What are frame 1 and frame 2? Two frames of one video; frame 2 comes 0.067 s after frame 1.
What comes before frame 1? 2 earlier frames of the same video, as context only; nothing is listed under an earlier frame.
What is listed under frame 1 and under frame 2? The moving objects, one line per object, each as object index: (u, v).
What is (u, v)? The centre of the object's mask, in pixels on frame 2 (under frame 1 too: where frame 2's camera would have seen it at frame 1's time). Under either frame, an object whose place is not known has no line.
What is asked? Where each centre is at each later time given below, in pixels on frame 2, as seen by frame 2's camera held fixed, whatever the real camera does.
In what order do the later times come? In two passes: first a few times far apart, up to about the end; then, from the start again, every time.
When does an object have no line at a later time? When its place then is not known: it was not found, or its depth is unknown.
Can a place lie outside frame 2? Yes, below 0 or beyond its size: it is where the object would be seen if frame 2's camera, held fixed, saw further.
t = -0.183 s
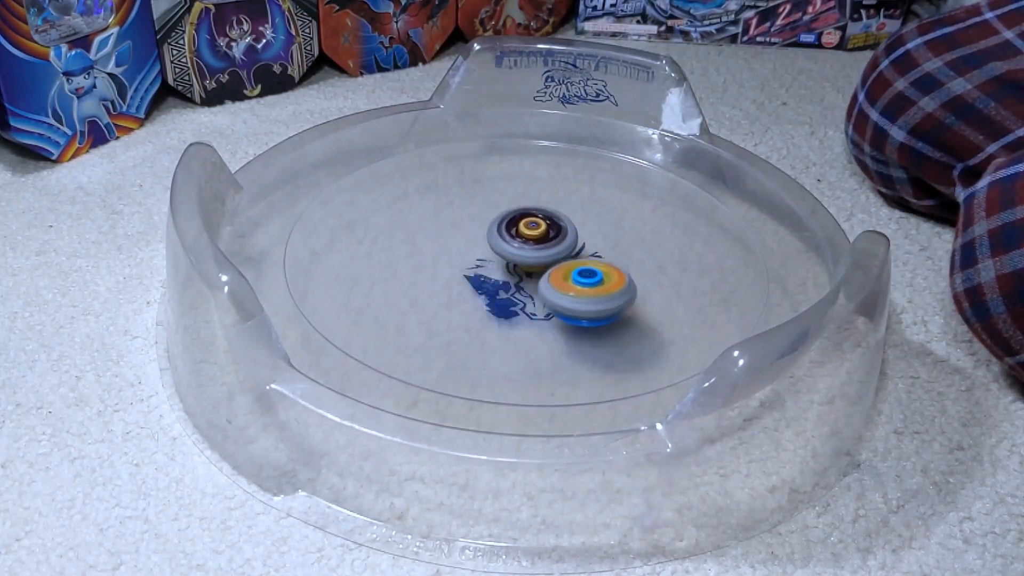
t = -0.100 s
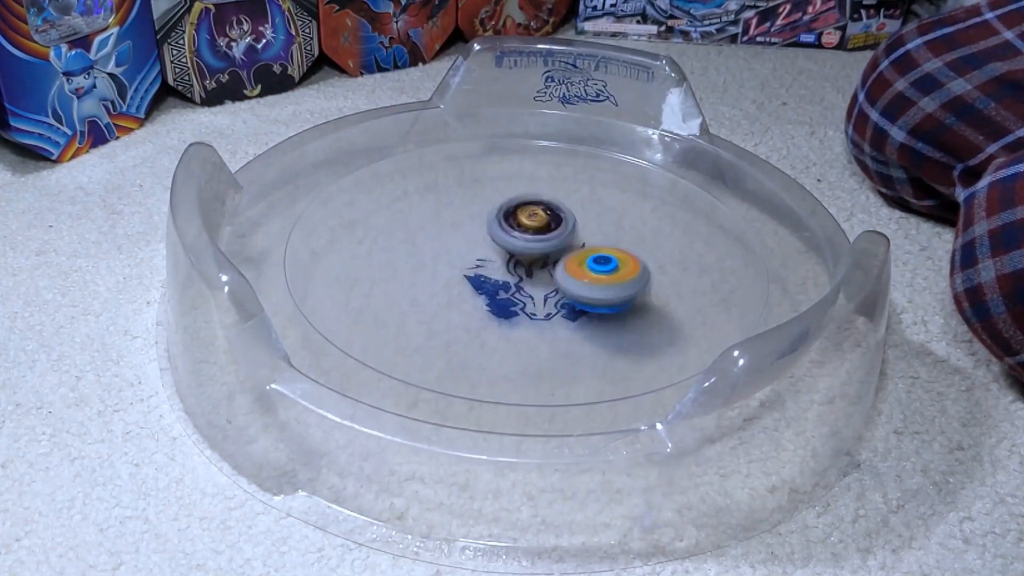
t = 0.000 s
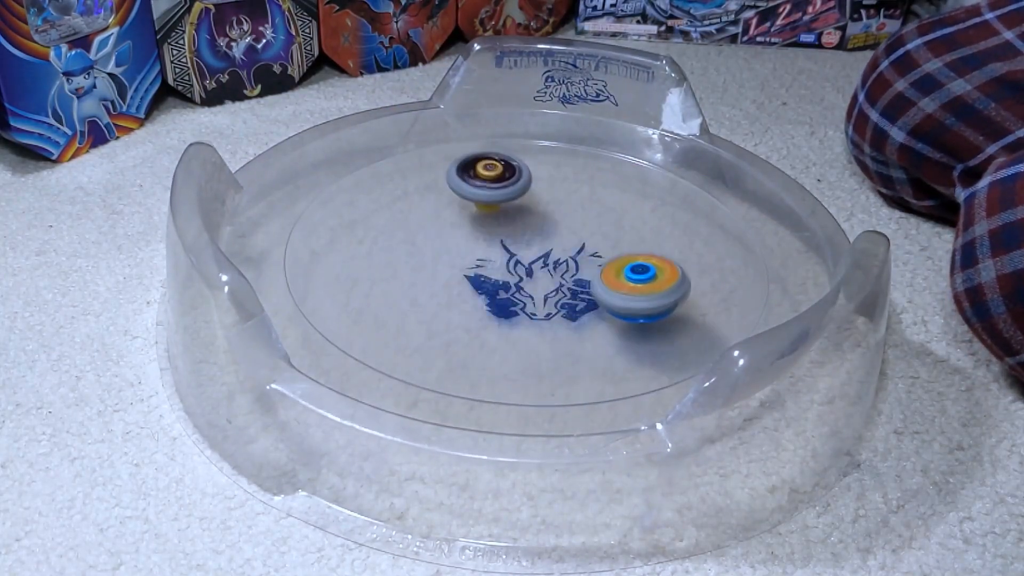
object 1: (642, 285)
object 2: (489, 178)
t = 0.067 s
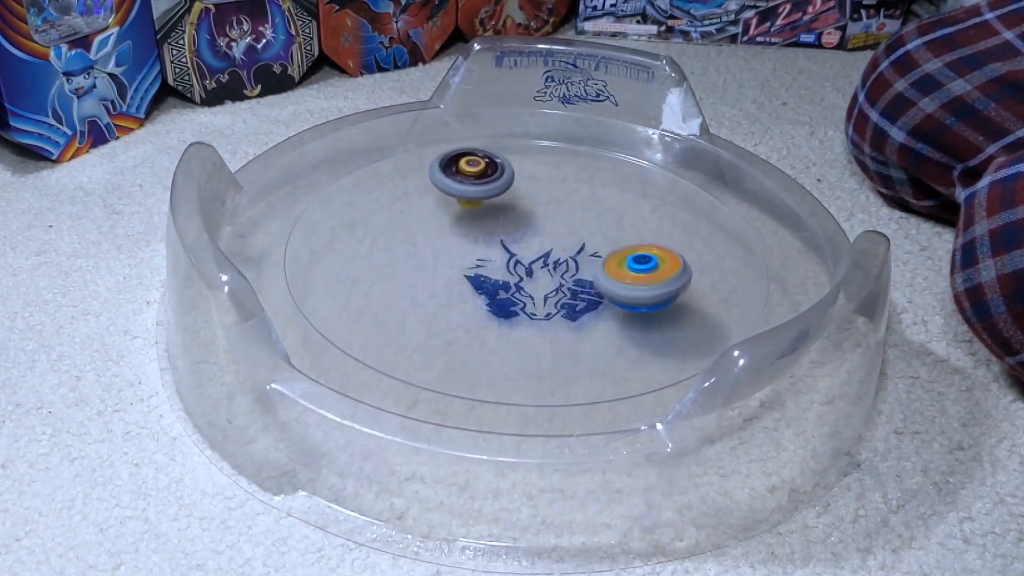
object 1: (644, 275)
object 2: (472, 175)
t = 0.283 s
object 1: (583, 254)
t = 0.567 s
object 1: (750, 296)
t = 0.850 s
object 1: (731, 247)
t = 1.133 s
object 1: (576, 239)
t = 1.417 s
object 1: (491, 289)
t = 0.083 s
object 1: (643, 272)
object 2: (468, 176)
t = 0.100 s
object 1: (641, 269)
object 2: (464, 178)
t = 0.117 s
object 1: (638, 266)
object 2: (460, 180)
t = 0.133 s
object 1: (634, 263)
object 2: (457, 183)
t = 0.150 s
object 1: (630, 261)
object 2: (454, 185)
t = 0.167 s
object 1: (626, 259)
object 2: (452, 188)
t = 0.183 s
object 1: (621, 257)
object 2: (450, 191)
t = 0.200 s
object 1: (615, 256)
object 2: (448, 194)
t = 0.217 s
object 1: (609, 255)
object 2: (447, 197)
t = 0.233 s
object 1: (602, 254)
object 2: (446, 201)
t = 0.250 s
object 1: (596, 254)
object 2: (446, 204)
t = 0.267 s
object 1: (589, 254)
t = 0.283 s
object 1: (583, 254)
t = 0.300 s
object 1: (577, 254)
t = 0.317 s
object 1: (571, 255)
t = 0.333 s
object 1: (566, 257)
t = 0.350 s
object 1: (561, 258)
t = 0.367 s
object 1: (556, 259)
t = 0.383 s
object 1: (552, 260)
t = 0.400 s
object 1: (548, 262)
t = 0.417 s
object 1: (546, 264)
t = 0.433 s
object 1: (550, 268)
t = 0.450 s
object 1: (580, 276)
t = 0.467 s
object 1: (613, 284)
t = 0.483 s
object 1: (641, 289)
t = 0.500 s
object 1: (668, 292)
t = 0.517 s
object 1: (692, 293)
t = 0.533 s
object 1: (715, 297)
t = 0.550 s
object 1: (735, 297)
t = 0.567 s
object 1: (750, 296)
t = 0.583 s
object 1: (756, 290)
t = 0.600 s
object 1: (760, 288)
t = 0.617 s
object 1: (762, 291)
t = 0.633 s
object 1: (766, 286)
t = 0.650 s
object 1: (767, 285)
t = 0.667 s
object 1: (769, 281)
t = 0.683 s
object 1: (769, 279)
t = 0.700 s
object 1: (769, 277)
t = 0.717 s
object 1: (769, 271)
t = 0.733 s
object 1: (768, 268)
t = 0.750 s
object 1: (765, 263)
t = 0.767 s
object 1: (761, 260)
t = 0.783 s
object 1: (755, 258)
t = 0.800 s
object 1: (750, 254)
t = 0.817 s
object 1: (744, 251)
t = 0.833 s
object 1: (737, 248)
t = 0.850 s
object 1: (731, 247)
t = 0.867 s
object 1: (723, 244)
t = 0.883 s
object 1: (716, 242)
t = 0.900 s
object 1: (707, 240)
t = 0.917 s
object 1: (699, 238)
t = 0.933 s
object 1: (690, 236)
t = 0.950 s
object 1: (681, 235)
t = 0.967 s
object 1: (671, 233)
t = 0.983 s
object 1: (661, 233)
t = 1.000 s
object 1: (651, 233)
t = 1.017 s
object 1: (641, 233)
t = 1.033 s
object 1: (632, 232)
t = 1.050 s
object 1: (622, 233)
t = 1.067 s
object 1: (612, 234)
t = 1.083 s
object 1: (603, 235)
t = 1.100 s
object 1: (594, 236)
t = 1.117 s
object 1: (585, 238)
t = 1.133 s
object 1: (576, 239)
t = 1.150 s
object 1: (568, 241)
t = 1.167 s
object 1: (559, 243)
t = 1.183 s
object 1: (551, 246)
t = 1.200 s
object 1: (542, 249)
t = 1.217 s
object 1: (534, 251)
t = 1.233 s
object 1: (525, 254)
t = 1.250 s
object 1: (518, 257)
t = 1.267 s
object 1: (512, 260)
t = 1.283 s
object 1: (507, 263)
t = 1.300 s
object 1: (503, 267)
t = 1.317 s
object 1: (499, 270)
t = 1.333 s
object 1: (495, 274)
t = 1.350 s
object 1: (492, 278)
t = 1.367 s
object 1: (491, 281)
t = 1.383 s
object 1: (490, 284)
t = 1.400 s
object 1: (490, 287)
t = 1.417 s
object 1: (491, 289)
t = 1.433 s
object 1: (493, 292)
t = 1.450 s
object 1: (495, 293)
